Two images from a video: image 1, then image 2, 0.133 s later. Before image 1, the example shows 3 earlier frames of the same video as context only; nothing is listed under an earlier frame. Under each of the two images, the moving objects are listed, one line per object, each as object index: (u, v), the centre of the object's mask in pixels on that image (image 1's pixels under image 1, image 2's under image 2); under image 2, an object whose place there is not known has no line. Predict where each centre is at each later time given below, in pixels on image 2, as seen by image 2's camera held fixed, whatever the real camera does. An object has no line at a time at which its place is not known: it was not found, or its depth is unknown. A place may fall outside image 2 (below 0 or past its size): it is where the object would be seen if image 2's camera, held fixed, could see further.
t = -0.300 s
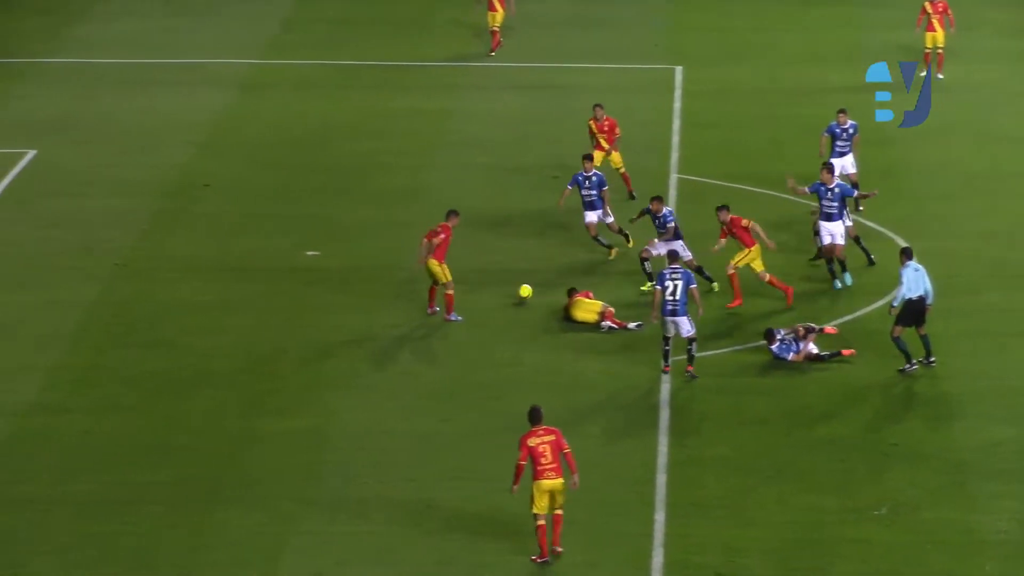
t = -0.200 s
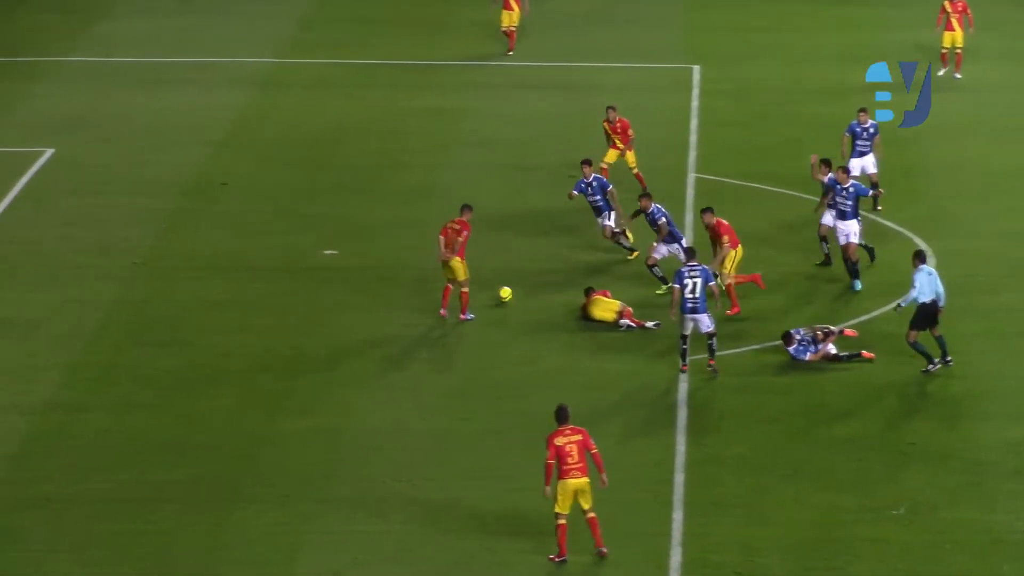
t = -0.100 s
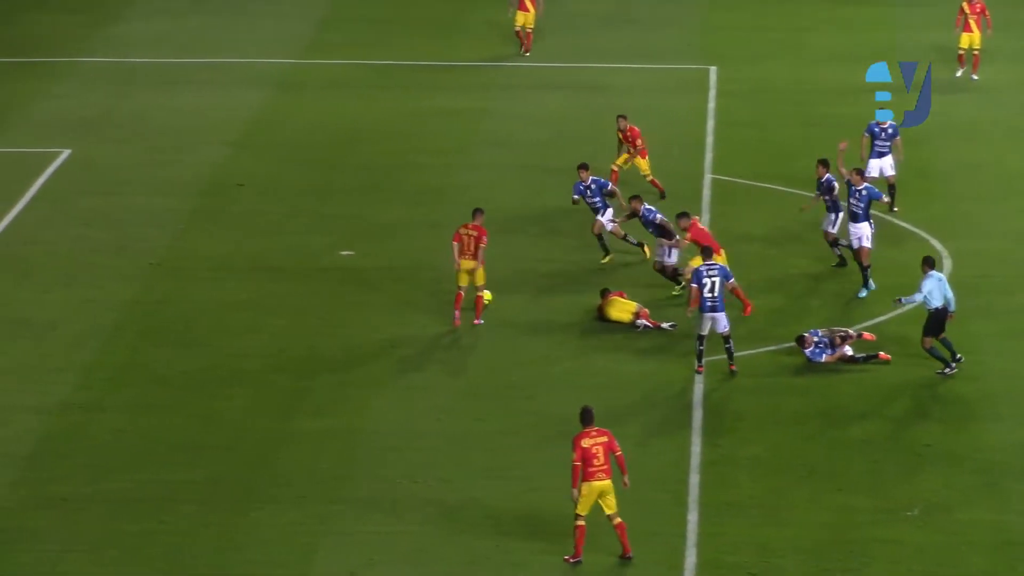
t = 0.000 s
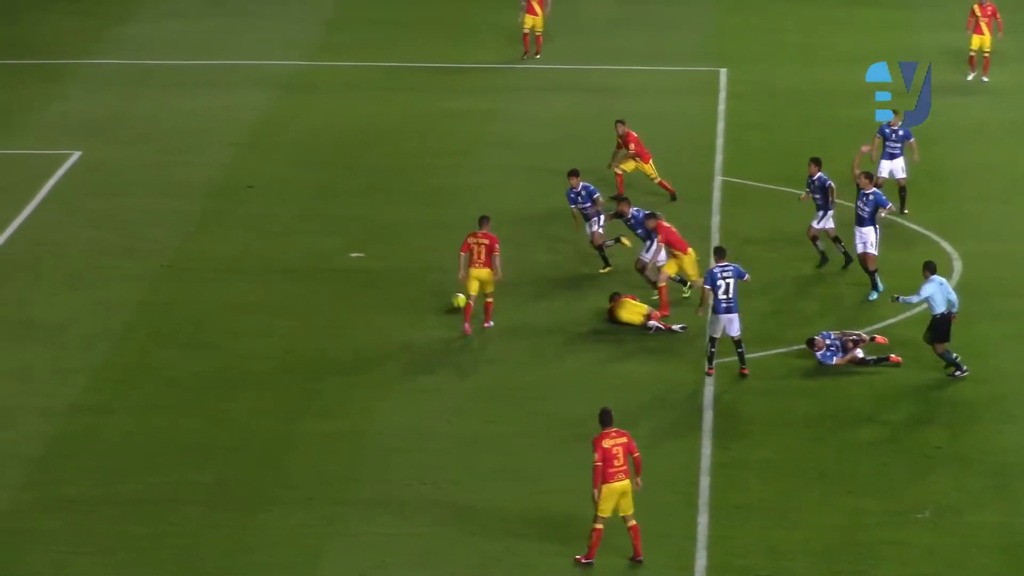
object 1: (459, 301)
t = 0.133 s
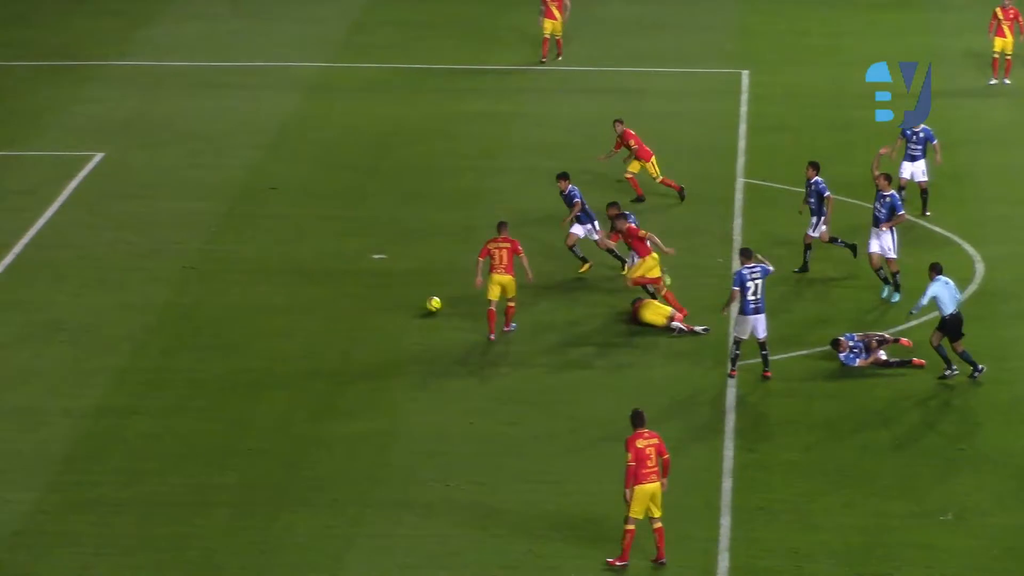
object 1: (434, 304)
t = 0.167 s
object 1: (423, 304)
